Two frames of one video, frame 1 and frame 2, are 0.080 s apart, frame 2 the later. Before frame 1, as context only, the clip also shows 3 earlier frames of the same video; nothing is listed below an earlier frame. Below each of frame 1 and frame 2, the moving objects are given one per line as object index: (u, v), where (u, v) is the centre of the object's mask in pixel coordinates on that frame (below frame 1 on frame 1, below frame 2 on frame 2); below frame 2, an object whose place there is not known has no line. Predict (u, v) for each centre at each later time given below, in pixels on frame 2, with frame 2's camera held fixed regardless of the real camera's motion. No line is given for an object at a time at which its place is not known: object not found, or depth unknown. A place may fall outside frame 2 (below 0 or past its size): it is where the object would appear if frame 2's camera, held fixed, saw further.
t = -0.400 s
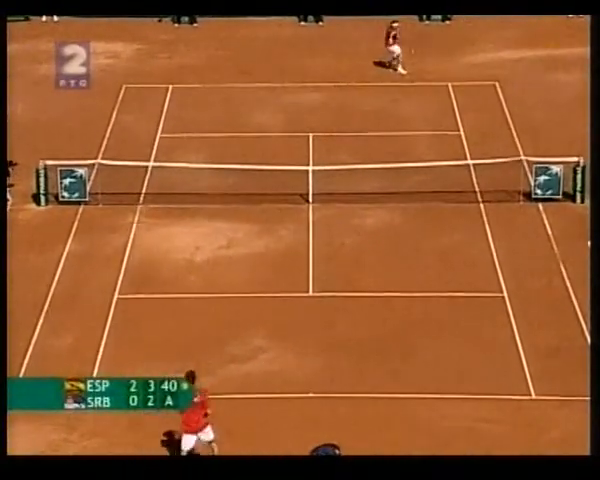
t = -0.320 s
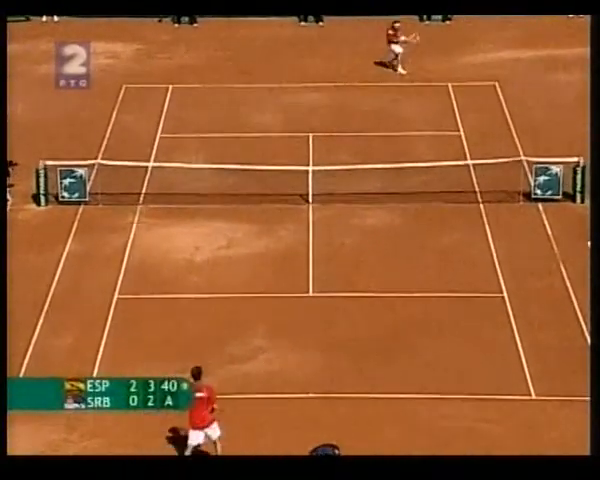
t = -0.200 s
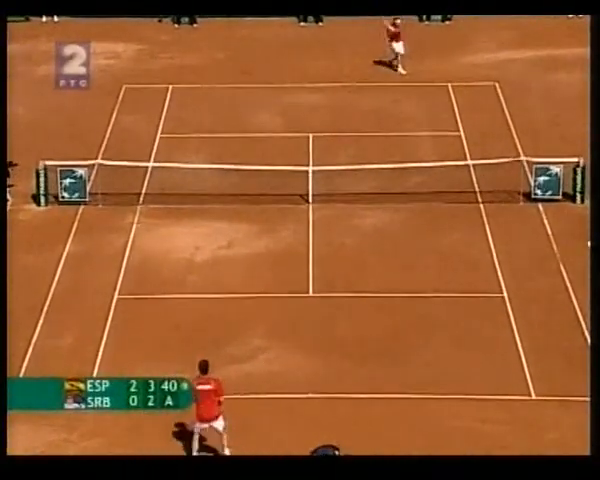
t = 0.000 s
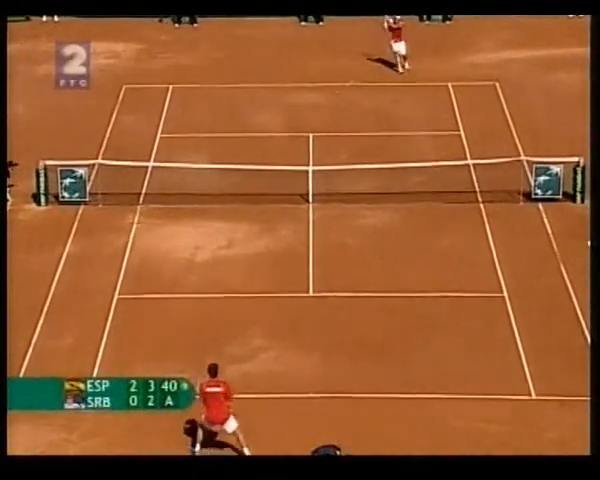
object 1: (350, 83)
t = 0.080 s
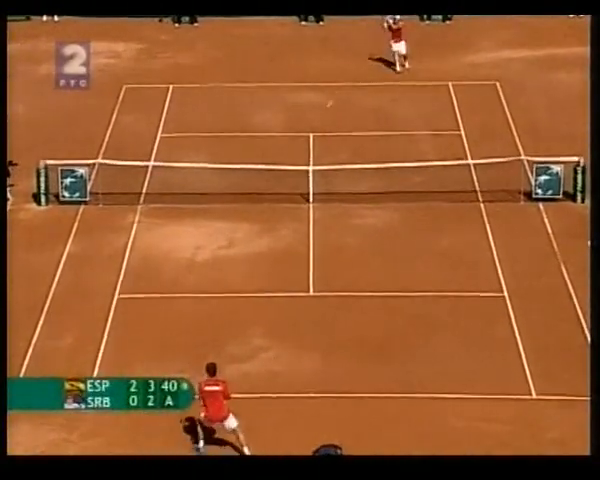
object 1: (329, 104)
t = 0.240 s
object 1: (289, 157)
